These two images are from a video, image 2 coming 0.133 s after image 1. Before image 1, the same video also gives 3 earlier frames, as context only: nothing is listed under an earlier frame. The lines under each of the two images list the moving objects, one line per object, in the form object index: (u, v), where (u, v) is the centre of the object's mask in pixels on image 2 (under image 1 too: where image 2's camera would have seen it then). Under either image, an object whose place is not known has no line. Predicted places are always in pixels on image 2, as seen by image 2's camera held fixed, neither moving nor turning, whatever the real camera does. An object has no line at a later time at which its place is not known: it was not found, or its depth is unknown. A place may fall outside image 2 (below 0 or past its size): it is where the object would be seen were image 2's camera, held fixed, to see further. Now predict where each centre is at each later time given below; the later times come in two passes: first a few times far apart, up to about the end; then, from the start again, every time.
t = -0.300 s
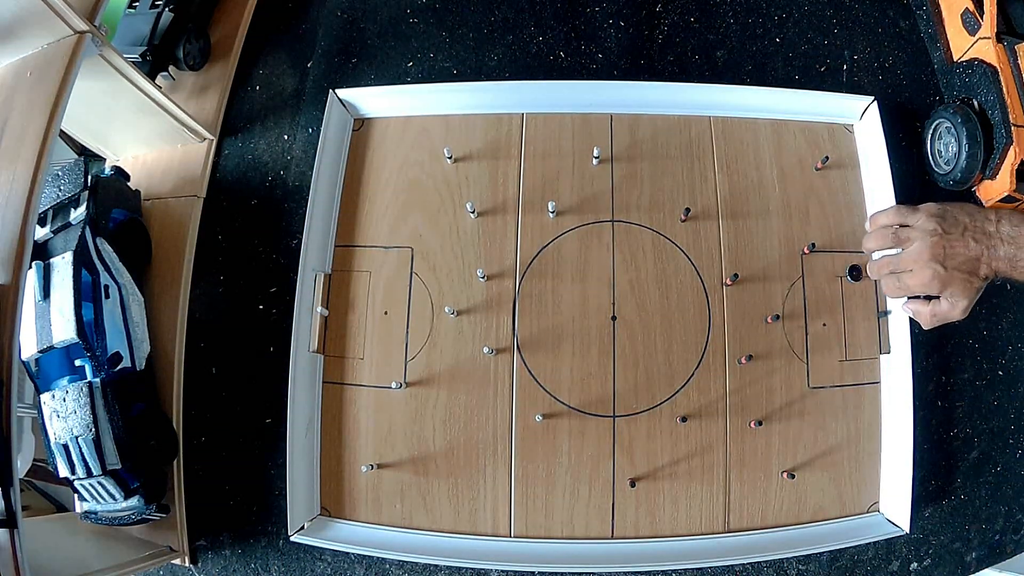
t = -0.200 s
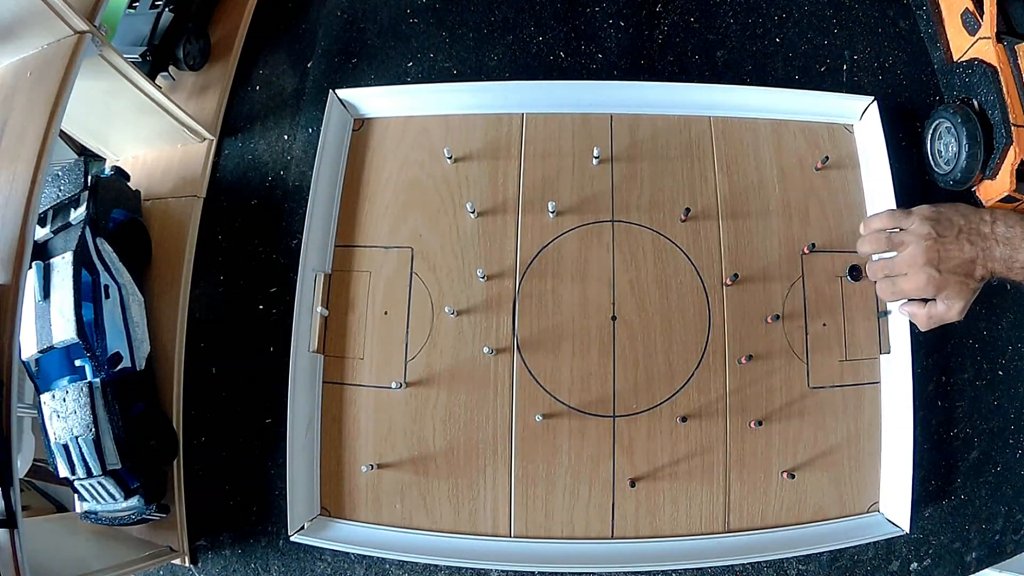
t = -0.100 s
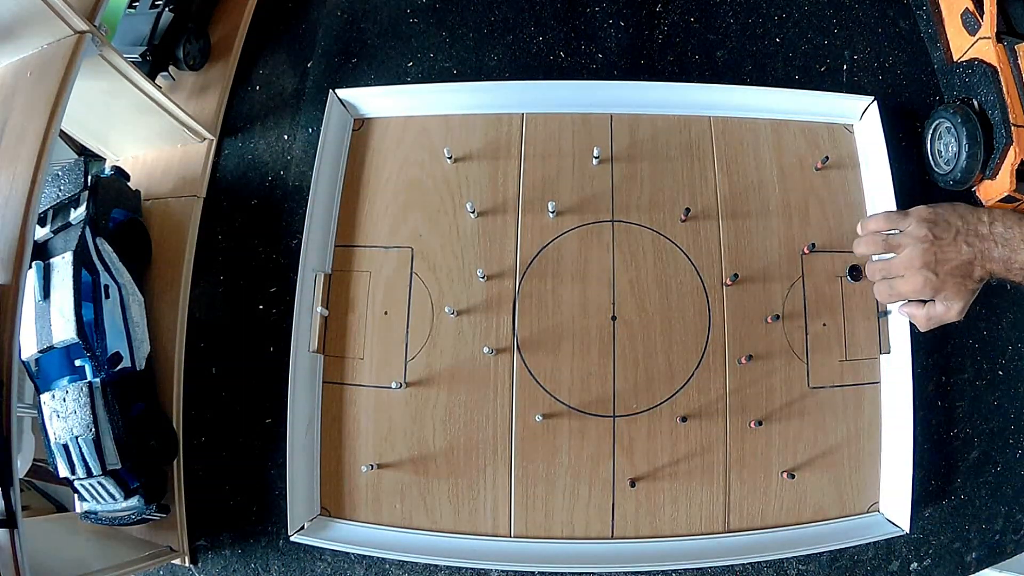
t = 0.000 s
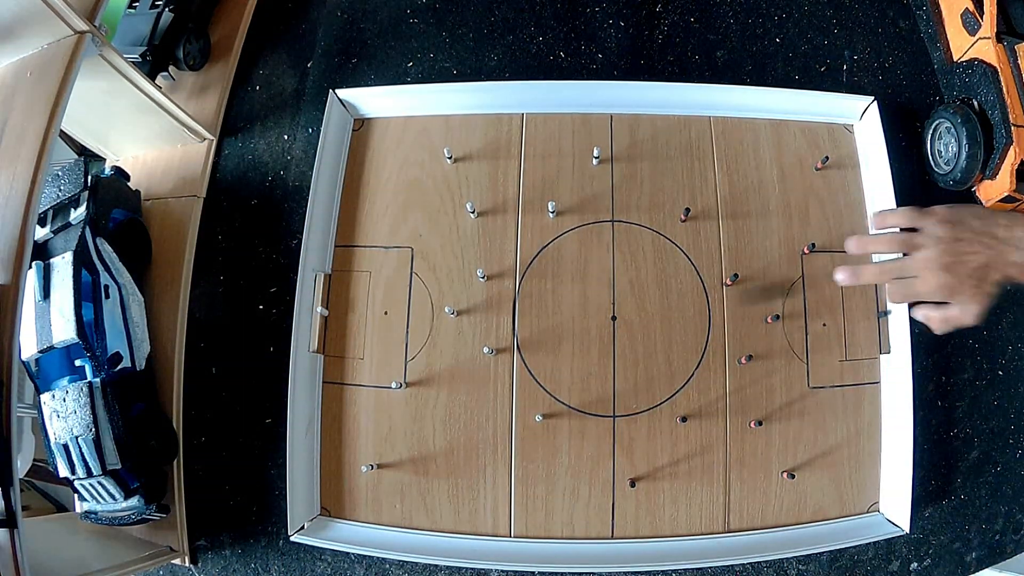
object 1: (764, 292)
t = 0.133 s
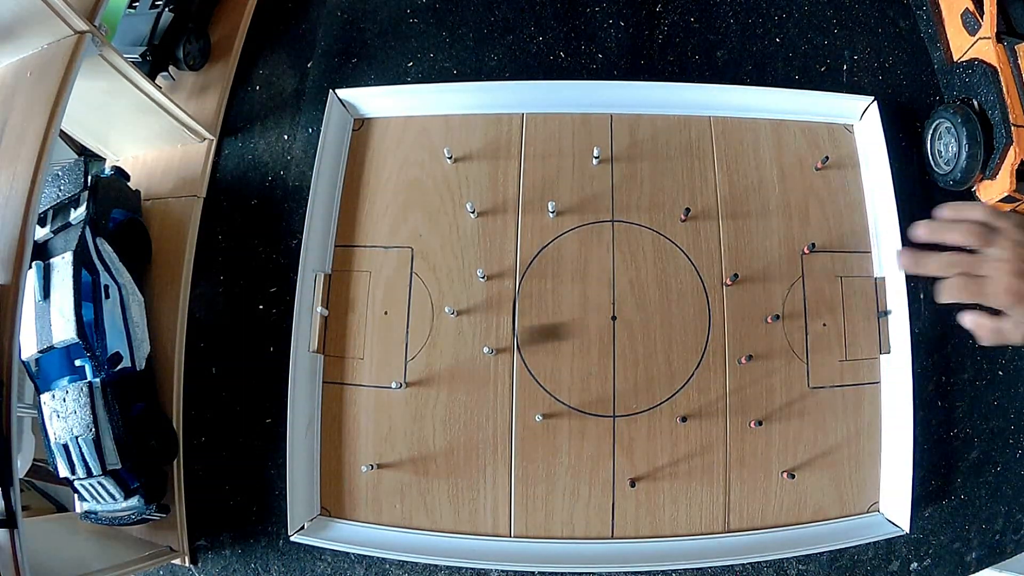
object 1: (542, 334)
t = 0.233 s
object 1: (475, 300)
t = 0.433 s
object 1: (445, 252)
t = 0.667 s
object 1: (445, 252)
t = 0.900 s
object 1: (445, 252)
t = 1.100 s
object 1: (445, 252)
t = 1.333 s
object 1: (445, 252)
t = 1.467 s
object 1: (445, 252)
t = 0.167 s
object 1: (496, 336)
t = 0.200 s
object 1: (485, 318)
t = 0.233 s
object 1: (475, 300)
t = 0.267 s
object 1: (465, 284)
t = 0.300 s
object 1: (458, 272)
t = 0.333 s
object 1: (452, 264)
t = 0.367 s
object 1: (448, 257)
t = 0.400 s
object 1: (446, 253)
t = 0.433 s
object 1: (445, 252)
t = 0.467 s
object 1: (445, 251)
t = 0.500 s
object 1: (445, 252)
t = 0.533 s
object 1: (445, 252)
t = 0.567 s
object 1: (445, 252)
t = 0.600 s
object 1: (445, 252)
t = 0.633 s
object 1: (445, 252)
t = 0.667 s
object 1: (445, 252)
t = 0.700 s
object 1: (445, 252)
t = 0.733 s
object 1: (445, 252)
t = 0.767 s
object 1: (445, 252)
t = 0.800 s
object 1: (445, 252)
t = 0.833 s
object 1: (445, 252)
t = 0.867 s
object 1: (445, 252)
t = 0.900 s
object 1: (445, 252)
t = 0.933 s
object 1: (445, 252)
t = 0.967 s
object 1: (445, 252)
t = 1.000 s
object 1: (445, 252)
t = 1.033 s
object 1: (445, 252)
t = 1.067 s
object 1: (445, 252)
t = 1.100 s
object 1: (445, 252)
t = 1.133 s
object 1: (445, 252)
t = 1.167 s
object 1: (445, 252)
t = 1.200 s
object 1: (445, 252)
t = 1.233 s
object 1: (445, 252)
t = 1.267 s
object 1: (445, 252)
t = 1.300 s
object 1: (445, 252)
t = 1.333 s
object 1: (445, 252)
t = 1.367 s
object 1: (445, 252)
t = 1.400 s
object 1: (445, 252)
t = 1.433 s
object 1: (445, 252)
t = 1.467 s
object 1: (445, 252)
